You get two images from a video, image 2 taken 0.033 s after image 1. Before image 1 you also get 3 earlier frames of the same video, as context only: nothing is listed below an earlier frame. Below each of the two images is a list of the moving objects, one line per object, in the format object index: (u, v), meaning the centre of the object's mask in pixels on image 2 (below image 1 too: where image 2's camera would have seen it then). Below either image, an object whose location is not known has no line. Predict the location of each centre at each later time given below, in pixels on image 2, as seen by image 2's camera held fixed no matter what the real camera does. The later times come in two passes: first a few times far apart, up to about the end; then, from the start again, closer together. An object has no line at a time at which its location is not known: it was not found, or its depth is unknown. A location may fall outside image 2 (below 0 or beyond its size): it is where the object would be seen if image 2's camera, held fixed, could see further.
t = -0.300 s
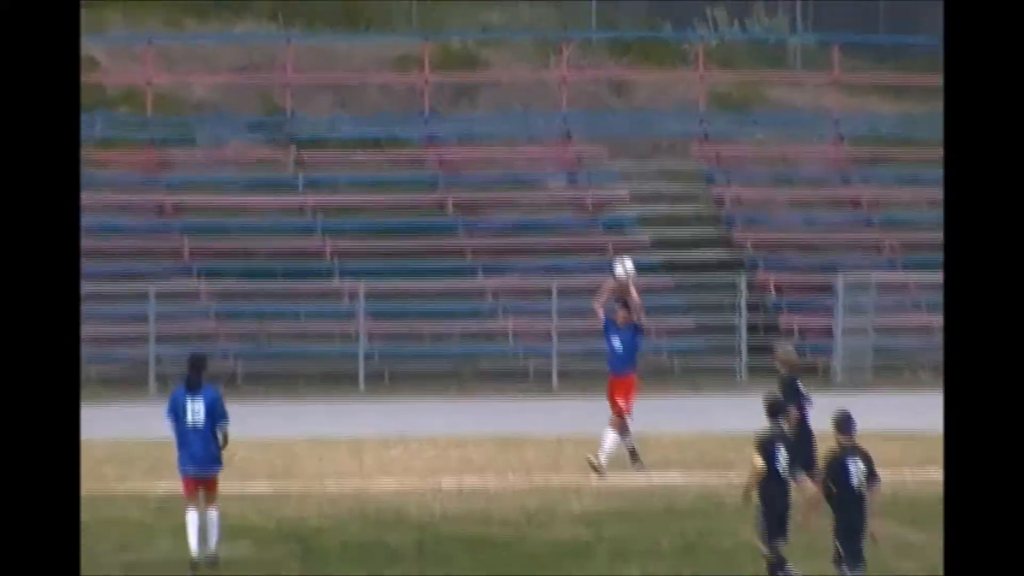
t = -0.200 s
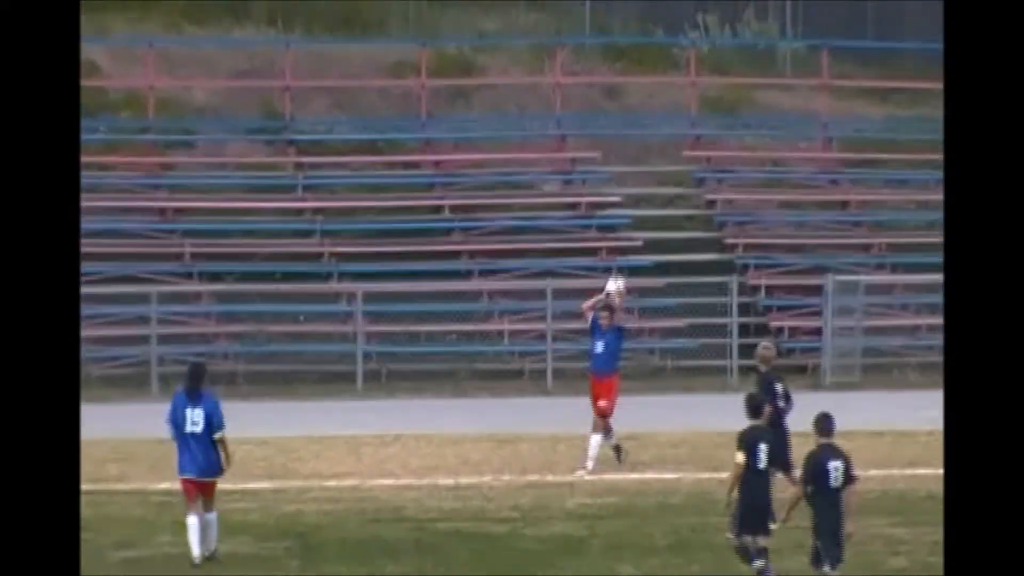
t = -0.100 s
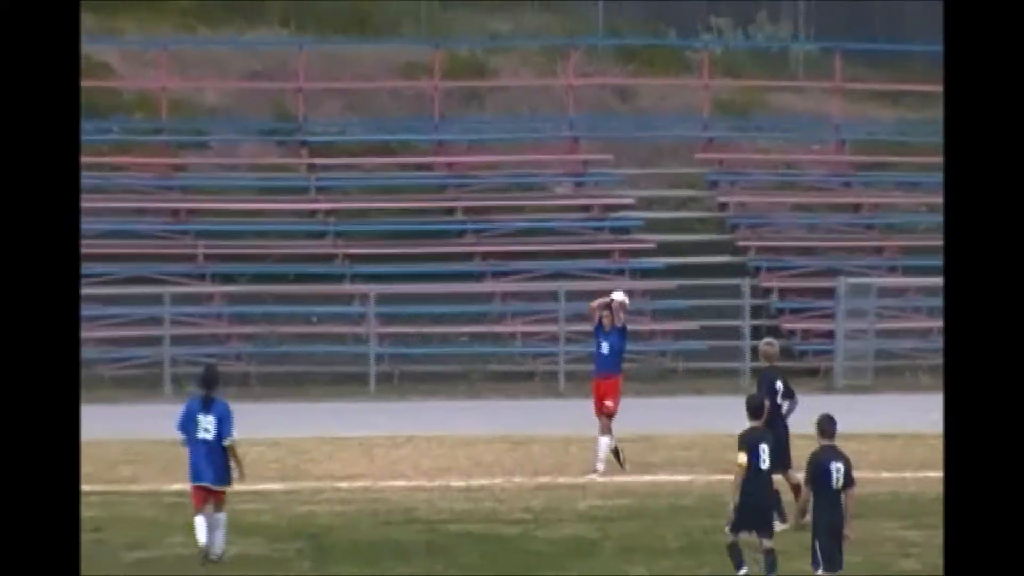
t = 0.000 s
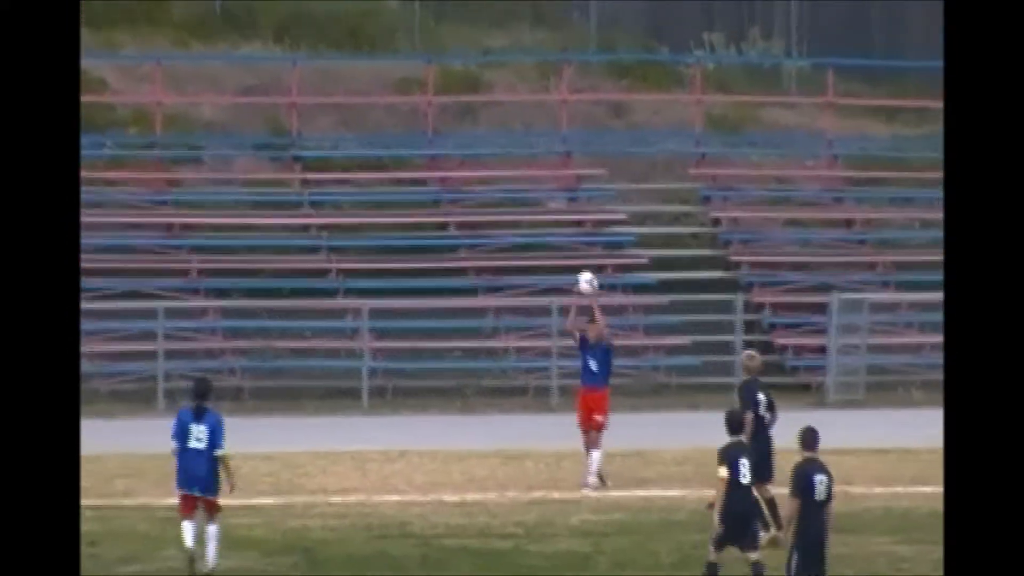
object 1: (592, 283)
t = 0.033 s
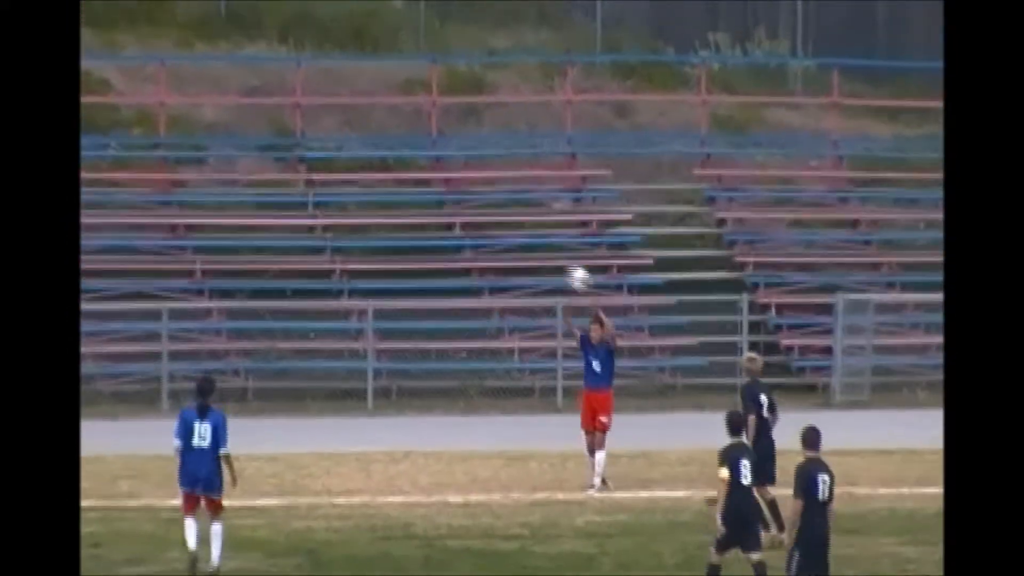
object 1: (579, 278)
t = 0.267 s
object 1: (481, 279)
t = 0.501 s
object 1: (386, 340)
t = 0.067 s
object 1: (563, 274)
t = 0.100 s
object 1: (550, 271)
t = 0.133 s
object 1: (536, 269)
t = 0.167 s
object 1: (523, 270)
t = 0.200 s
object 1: (508, 269)
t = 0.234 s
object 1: (495, 272)
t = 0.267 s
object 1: (481, 279)
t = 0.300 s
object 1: (468, 285)
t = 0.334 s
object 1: (455, 291)
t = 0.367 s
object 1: (441, 299)
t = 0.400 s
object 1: (427, 307)
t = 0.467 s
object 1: (399, 328)
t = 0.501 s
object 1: (386, 340)
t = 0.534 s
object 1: (371, 352)
